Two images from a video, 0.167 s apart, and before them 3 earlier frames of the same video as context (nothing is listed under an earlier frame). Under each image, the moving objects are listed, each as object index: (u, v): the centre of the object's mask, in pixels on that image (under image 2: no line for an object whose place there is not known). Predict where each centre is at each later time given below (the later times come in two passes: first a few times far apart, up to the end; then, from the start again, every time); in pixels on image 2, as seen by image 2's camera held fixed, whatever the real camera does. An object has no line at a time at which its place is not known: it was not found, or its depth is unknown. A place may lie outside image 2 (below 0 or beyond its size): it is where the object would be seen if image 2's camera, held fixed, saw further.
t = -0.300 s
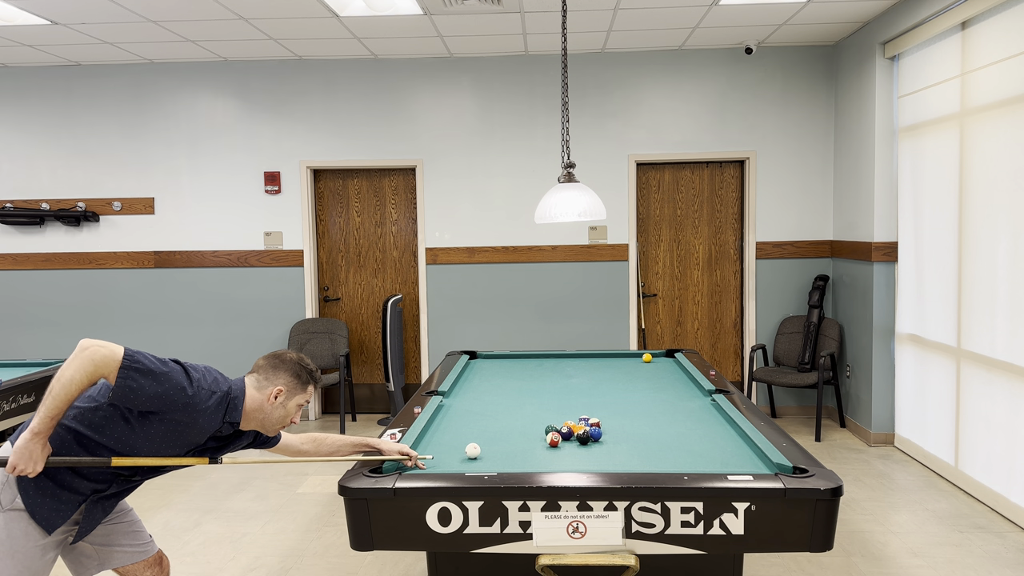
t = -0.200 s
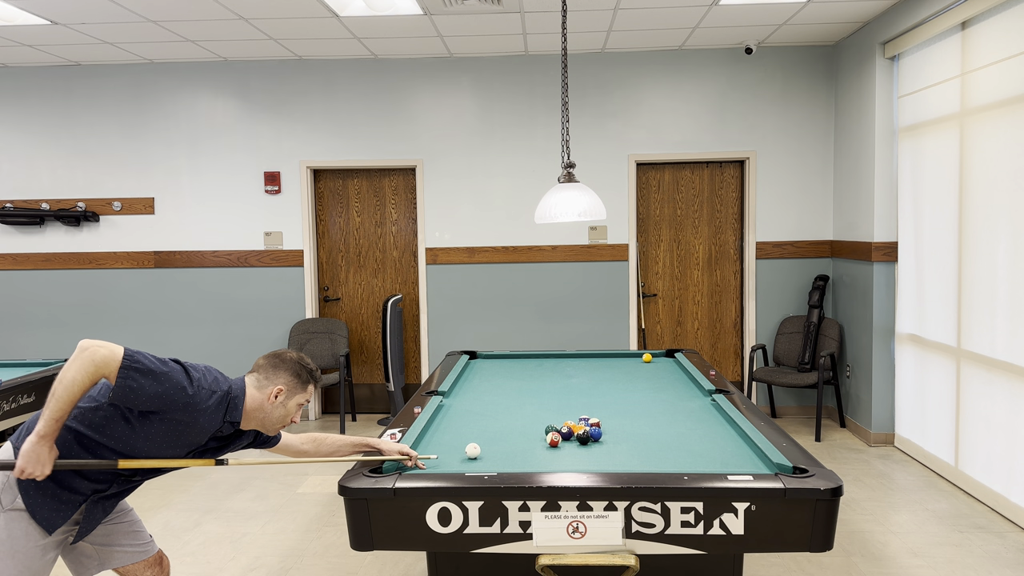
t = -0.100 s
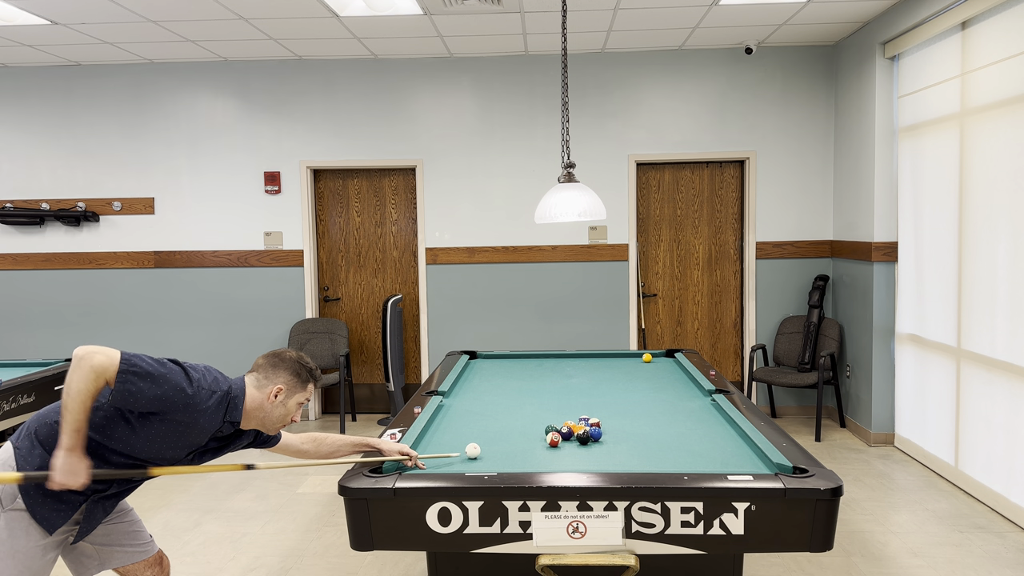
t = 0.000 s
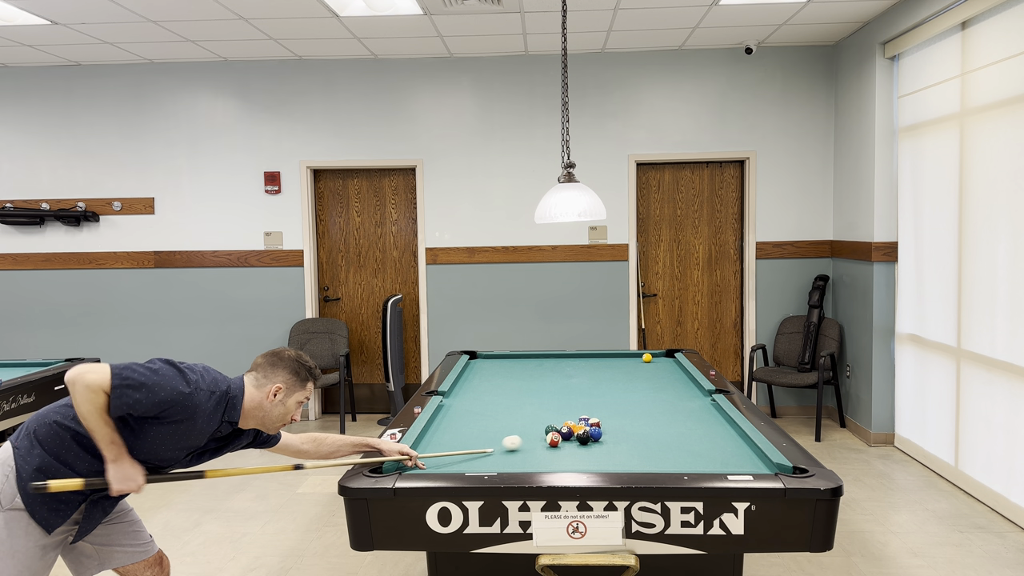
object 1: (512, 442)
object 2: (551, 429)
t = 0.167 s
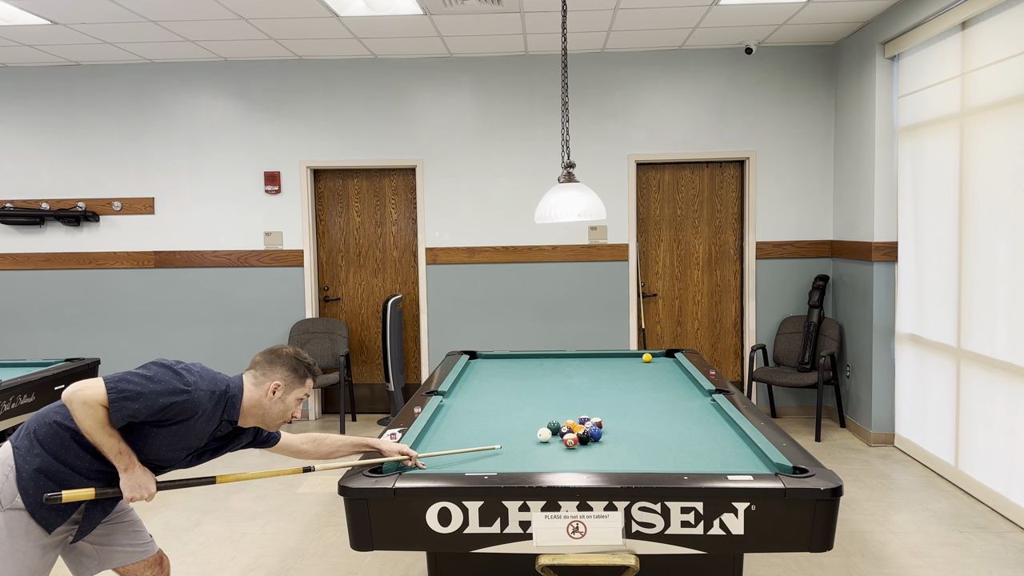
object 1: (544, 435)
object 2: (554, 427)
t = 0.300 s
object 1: (540, 435)
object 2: (547, 423)
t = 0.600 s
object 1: (533, 435)
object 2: (534, 414)
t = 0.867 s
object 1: (529, 435)
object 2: (525, 407)
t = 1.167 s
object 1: (526, 435)
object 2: (515, 400)
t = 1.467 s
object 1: (525, 435)
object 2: (507, 394)
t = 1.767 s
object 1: (526, 435)
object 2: (499, 389)
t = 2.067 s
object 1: (526, 435)
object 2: (493, 384)
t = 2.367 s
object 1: (526, 435)
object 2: (487, 380)
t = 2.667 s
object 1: (526, 435)
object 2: (482, 377)
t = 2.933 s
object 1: (526, 435)
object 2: (478, 374)
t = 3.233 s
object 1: (526, 435)
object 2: (475, 371)
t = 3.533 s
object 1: (526, 435)
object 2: (471, 369)
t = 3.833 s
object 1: (526, 435)
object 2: (468, 366)
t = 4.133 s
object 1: (526, 435)
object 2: (471, 365)
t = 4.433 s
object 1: (526, 435)
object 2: (474, 364)
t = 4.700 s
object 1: (526, 435)
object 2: (477, 362)
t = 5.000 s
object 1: (526, 435)
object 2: (479, 361)
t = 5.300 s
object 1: (526, 435)
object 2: (480, 361)
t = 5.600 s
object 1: (526, 435)
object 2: (481, 360)
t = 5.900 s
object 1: (526, 435)
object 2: (482, 360)
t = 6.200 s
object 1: (526, 435)
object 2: (482, 360)
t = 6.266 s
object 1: (526, 435)
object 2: (482, 360)
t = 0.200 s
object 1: (543, 435)
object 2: (552, 426)
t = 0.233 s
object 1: (542, 435)
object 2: (550, 425)
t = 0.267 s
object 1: (541, 435)
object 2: (549, 424)
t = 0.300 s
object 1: (540, 435)
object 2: (547, 423)
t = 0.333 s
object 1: (539, 435)
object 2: (546, 422)
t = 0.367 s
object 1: (539, 435)
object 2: (544, 421)
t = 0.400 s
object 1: (538, 435)
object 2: (543, 420)
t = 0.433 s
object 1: (537, 435)
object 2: (541, 419)
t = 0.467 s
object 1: (536, 435)
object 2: (540, 418)
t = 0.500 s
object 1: (535, 435)
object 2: (538, 417)
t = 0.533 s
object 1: (535, 435)
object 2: (537, 416)
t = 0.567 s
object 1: (534, 435)
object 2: (536, 415)
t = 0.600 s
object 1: (533, 435)
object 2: (534, 414)
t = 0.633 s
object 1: (533, 435)
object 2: (533, 413)
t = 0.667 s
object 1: (532, 435)
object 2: (532, 412)
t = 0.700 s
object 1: (532, 435)
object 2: (531, 411)
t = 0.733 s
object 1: (531, 435)
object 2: (530, 410)
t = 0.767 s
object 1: (530, 435)
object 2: (528, 410)
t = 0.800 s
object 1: (530, 435)
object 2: (527, 409)
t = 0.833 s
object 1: (529, 435)
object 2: (526, 408)
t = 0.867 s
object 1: (529, 435)
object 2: (525, 407)
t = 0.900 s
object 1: (529, 435)
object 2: (524, 406)
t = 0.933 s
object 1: (528, 435)
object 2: (522, 405)
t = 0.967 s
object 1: (528, 435)
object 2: (521, 405)
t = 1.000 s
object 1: (528, 435)
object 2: (520, 404)
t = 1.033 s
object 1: (527, 435)
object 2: (519, 403)
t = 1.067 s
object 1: (527, 435)
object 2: (518, 402)
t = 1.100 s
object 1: (526, 435)
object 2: (517, 402)
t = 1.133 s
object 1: (526, 435)
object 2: (516, 401)
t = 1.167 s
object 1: (526, 435)
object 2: (515, 400)
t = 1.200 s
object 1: (526, 435)
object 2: (514, 399)
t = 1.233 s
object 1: (526, 435)
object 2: (513, 399)
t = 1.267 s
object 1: (525, 435)
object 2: (512, 398)
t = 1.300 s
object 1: (525, 435)
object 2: (511, 397)
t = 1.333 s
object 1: (525, 435)
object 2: (510, 397)
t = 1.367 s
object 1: (525, 435)
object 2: (509, 396)
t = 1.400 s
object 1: (525, 435)
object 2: (509, 395)
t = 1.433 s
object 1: (525, 435)
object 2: (508, 395)
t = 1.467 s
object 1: (525, 435)
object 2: (507, 394)
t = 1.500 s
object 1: (525, 435)
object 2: (506, 394)
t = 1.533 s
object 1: (525, 435)
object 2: (505, 393)
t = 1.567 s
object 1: (525, 435)
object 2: (504, 392)
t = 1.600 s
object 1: (525, 435)
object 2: (503, 392)
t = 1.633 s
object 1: (526, 435)
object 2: (502, 391)
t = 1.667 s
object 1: (526, 435)
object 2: (502, 391)
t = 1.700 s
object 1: (526, 435)
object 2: (501, 390)
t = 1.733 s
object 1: (526, 435)
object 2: (500, 389)
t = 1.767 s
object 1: (526, 435)
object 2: (499, 389)
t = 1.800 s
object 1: (526, 435)
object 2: (498, 388)
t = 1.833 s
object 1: (526, 435)
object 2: (498, 388)
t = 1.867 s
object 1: (525, 435)
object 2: (497, 387)
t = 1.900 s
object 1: (526, 435)
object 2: (496, 387)
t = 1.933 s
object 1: (526, 435)
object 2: (495, 386)
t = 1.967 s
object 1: (526, 435)
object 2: (495, 386)
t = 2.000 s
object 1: (526, 435)
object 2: (494, 385)
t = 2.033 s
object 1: (526, 435)
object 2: (493, 385)
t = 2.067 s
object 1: (526, 435)
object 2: (493, 384)
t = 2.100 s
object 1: (526, 435)
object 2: (492, 384)
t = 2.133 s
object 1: (526, 435)
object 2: (491, 383)
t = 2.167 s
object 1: (526, 435)
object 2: (491, 383)
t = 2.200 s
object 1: (526, 435)
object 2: (490, 383)
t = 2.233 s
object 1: (526, 435)
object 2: (489, 382)
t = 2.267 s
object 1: (525, 435)
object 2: (489, 382)
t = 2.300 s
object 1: (525, 435)
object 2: (488, 381)
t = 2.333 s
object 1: (526, 435)
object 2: (487, 381)
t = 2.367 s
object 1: (526, 435)
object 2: (487, 380)
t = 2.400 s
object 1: (526, 435)
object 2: (486, 380)
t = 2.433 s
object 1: (526, 435)
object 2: (486, 379)
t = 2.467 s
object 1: (526, 435)
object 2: (485, 379)
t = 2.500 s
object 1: (526, 435)
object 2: (485, 379)
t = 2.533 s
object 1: (526, 435)
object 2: (484, 378)
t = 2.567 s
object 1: (526, 435)
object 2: (484, 378)
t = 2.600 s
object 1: (526, 435)
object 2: (483, 377)
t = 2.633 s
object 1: (526, 435)
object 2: (482, 377)
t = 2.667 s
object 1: (526, 435)
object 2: (482, 377)
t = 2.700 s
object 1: (526, 435)
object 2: (481, 376)
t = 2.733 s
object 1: (526, 435)
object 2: (481, 376)
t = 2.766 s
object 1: (526, 435)
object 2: (480, 376)
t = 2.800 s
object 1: (526, 435)
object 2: (480, 375)
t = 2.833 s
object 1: (526, 435)
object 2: (480, 375)
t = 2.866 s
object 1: (526, 435)
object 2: (479, 374)
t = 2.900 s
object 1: (526, 435)
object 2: (479, 374)
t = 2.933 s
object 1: (526, 435)
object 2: (478, 374)
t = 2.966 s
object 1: (526, 435)
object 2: (478, 373)
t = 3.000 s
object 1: (526, 435)
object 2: (477, 373)
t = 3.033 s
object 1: (526, 435)
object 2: (477, 373)
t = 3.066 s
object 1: (526, 435)
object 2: (477, 372)
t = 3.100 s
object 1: (526, 435)
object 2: (476, 372)
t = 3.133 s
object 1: (526, 435)
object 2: (476, 372)
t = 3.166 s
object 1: (526, 435)
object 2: (475, 372)
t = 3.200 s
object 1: (526, 435)
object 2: (475, 371)
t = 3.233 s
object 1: (526, 435)
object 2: (475, 371)
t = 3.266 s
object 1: (526, 435)
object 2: (474, 371)
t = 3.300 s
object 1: (526, 435)
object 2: (474, 370)
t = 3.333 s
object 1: (526, 435)
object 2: (473, 370)
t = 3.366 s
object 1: (526, 435)
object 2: (473, 370)
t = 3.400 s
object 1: (526, 435)
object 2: (473, 370)
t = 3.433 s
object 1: (526, 435)
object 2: (472, 370)
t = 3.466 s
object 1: (526, 435)
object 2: (472, 369)
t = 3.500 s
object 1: (526, 435)
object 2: (471, 369)
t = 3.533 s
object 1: (526, 435)
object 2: (471, 369)
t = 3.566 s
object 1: (526, 435)
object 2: (471, 368)
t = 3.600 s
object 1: (526, 435)
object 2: (470, 368)
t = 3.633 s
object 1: (526, 435)
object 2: (470, 368)
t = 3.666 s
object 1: (526, 435)
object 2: (470, 368)
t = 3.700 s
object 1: (526, 435)
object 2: (469, 367)
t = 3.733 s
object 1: (526, 435)
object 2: (469, 367)
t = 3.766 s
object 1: (526, 435)
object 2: (469, 367)
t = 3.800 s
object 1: (526, 435)
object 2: (469, 366)
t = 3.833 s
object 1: (526, 435)
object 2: (468, 366)
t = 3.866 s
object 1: (526, 435)
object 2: (468, 366)
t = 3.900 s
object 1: (526, 435)
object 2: (469, 366)
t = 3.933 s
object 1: (526, 435)
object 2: (469, 366)
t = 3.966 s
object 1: (526, 435)
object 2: (470, 366)
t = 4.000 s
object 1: (526, 435)
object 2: (469, 366)
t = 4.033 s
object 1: (526, 435)
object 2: (470, 365)
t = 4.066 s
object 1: (526, 435)
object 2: (470, 365)
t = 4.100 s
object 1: (526, 435)
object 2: (471, 365)
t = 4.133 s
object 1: (526, 435)
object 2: (471, 365)
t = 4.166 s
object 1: (526, 435)
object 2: (471, 365)
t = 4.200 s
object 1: (526, 435)
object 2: (472, 364)
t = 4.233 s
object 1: (526, 435)
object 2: (472, 364)
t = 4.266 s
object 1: (526, 435)
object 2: (472, 364)
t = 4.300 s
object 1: (526, 435)
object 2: (473, 364)
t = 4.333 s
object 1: (526, 435)
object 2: (473, 364)
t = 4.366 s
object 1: (526, 435)
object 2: (473, 364)
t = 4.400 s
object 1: (526, 435)
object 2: (474, 364)
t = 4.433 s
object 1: (526, 435)
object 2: (474, 364)
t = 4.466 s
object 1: (526, 435)
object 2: (474, 364)
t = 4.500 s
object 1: (526, 435)
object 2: (475, 363)
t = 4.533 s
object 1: (526, 435)
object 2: (475, 363)
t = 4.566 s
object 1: (526, 435)
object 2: (475, 363)
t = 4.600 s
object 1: (526, 435)
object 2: (476, 363)
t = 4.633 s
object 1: (526, 435)
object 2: (476, 363)
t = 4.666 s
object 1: (526, 435)
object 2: (476, 363)
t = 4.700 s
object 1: (526, 435)
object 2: (477, 362)
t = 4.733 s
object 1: (526, 435)
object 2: (477, 362)
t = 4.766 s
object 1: (526, 435)
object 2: (477, 362)
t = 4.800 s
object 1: (526, 435)
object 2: (477, 362)
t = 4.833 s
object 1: (526, 435)
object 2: (478, 362)
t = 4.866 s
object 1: (526, 435)
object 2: (478, 362)
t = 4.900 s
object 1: (526, 435)
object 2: (478, 362)
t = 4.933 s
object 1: (526, 435)
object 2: (479, 362)
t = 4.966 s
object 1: (526, 435)
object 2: (479, 362)
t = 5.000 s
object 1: (526, 435)
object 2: (479, 361)
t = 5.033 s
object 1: (526, 435)
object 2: (479, 361)
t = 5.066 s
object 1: (526, 435)
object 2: (479, 361)
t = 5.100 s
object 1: (526, 435)
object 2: (480, 361)
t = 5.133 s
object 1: (526, 435)
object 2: (480, 361)
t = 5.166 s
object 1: (526, 435)
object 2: (480, 361)
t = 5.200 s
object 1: (526, 435)
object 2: (480, 361)
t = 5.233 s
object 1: (526, 435)
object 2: (480, 361)
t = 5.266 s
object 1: (526, 435)
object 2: (480, 361)
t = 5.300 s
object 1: (526, 435)
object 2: (480, 361)
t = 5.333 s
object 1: (526, 435)
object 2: (480, 361)
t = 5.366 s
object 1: (526, 435)
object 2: (481, 361)
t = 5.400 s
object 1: (526, 435)
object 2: (481, 360)
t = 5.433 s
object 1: (526, 435)
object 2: (481, 360)
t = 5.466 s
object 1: (526, 435)
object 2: (481, 360)
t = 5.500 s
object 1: (526, 435)
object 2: (481, 360)
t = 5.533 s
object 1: (526, 435)
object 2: (481, 360)
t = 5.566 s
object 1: (526, 435)
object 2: (481, 360)
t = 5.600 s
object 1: (526, 435)
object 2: (481, 360)
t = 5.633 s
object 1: (526, 435)
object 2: (481, 360)
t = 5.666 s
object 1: (526, 435)
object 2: (482, 360)
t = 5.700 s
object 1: (526, 435)
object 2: (482, 360)
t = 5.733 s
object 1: (526, 435)
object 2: (482, 360)
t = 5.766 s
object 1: (526, 434)
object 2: (482, 360)
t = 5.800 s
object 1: (526, 435)
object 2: (482, 360)
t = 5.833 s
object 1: (526, 435)
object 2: (482, 360)
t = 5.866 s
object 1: (526, 435)
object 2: (482, 360)
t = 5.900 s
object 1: (526, 435)
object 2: (482, 360)
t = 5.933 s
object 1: (526, 435)
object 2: (482, 360)
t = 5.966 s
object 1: (526, 435)
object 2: (482, 360)
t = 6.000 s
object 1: (526, 435)
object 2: (482, 360)
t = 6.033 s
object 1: (526, 435)
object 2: (482, 360)
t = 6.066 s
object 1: (526, 435)
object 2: (482, 360)
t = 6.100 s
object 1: (526, 435)
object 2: (482, 360)
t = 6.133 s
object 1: (526, 435)
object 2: (482, 360)
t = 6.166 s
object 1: (526, 435)
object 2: (482, 360)
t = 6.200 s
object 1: (526, 435)
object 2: (482, 360)
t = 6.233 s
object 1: (526, 435)
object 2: (482, 360)
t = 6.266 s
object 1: (526, 435)
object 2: (482, 360)
